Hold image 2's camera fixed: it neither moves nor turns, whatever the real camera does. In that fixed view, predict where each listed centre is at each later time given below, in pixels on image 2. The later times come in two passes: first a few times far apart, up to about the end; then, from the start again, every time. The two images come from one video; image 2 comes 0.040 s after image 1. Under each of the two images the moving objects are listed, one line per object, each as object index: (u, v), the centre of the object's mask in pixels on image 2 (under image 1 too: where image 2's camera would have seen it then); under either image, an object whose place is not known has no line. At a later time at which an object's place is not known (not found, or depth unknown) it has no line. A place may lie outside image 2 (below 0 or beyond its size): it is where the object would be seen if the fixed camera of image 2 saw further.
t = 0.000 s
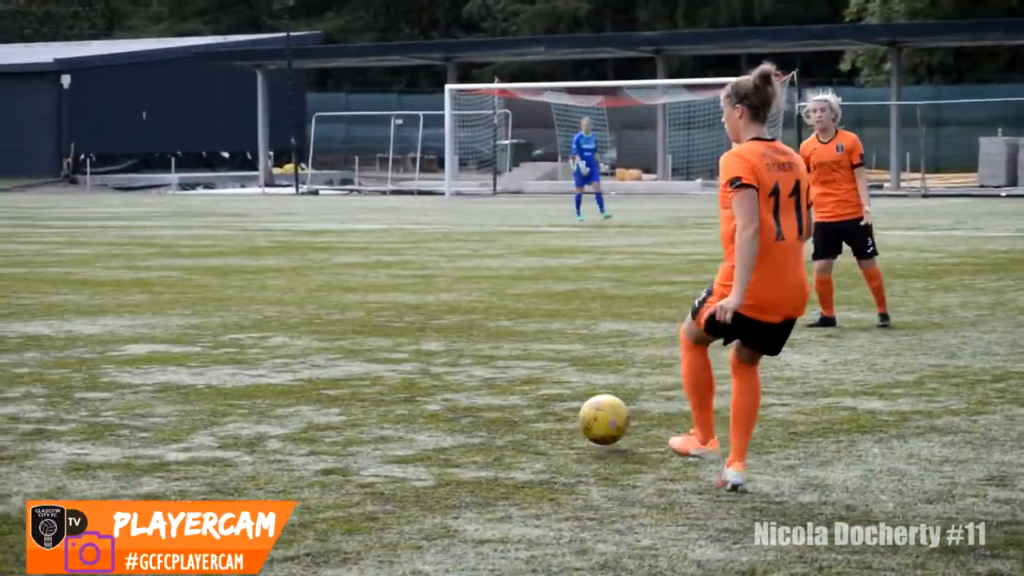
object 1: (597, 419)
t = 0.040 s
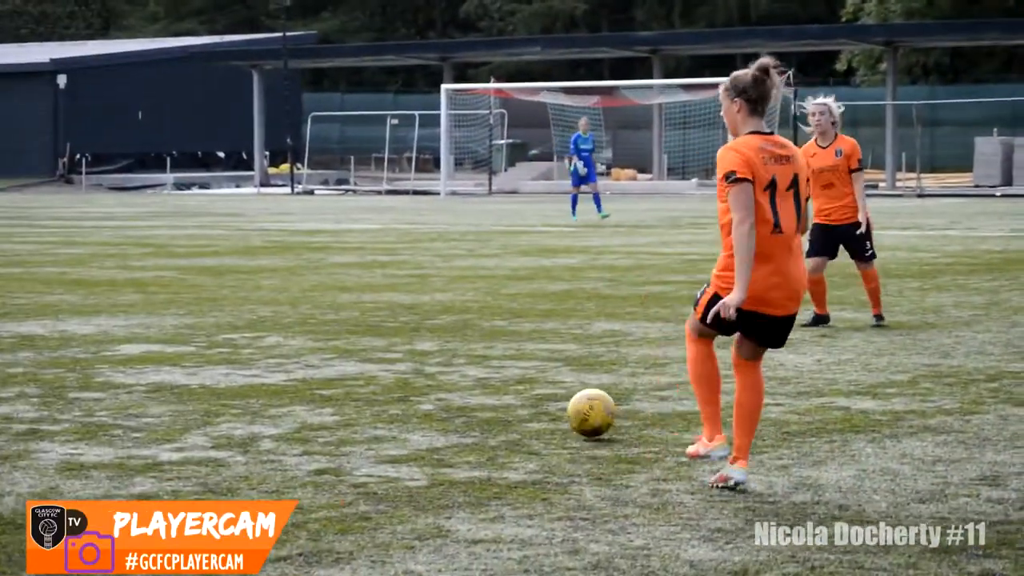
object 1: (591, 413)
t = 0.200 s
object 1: (567, 377)
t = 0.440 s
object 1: (536, 351)
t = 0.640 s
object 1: (516, 335)
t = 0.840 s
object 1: (498, 322)
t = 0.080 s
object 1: (585, 407)
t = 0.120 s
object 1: (578, 393)
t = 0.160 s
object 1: (573, 383)
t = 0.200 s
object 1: (567, 377)
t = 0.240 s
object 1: (562, 375)
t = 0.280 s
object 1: (556, 373)
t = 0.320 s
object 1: (551, 362)
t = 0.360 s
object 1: (545, 355)
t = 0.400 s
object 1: (541, 351)
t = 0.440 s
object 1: (536, 351)
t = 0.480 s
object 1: (532, 350)
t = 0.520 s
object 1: (528, 341)
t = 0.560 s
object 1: (524, 336)
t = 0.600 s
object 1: (520, 334)
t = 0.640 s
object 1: (516, 335)
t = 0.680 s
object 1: (512, 335)
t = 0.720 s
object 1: (508, 327)
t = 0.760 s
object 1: (505, 323)
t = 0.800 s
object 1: (502, 321)
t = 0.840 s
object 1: (498, 322)
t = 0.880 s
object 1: (495, 323)
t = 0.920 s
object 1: (492, 316)
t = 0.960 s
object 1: (488, 311)
